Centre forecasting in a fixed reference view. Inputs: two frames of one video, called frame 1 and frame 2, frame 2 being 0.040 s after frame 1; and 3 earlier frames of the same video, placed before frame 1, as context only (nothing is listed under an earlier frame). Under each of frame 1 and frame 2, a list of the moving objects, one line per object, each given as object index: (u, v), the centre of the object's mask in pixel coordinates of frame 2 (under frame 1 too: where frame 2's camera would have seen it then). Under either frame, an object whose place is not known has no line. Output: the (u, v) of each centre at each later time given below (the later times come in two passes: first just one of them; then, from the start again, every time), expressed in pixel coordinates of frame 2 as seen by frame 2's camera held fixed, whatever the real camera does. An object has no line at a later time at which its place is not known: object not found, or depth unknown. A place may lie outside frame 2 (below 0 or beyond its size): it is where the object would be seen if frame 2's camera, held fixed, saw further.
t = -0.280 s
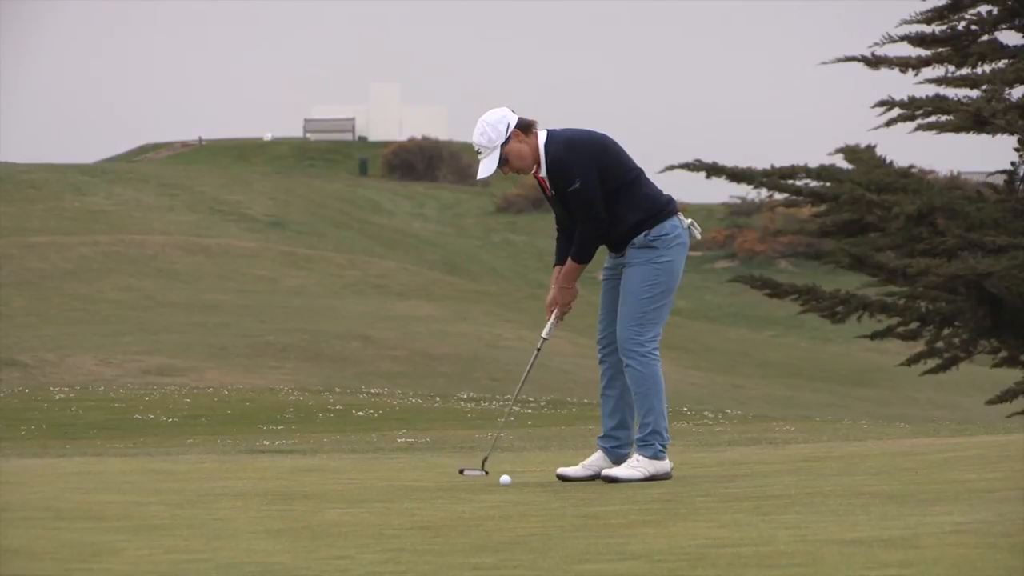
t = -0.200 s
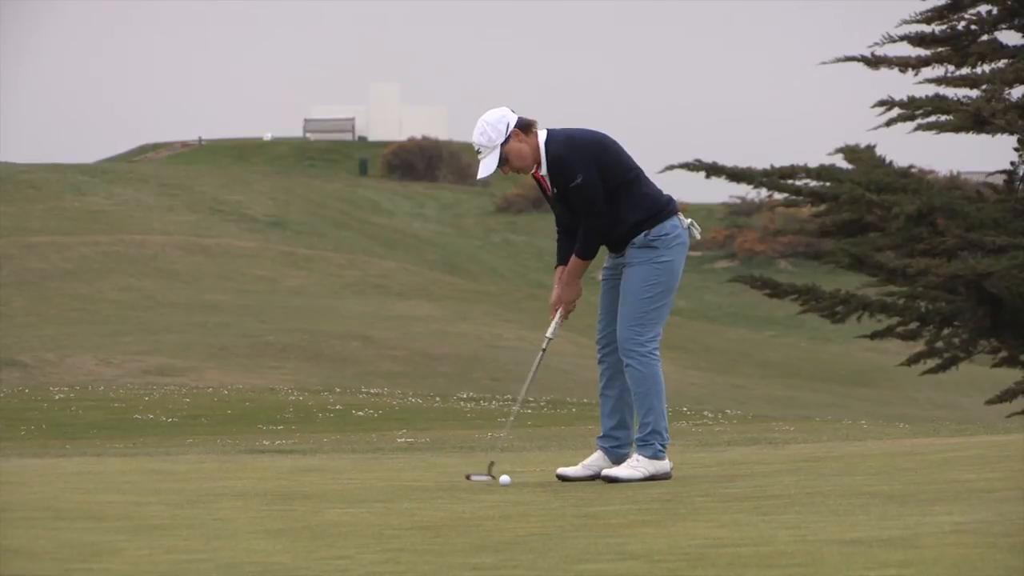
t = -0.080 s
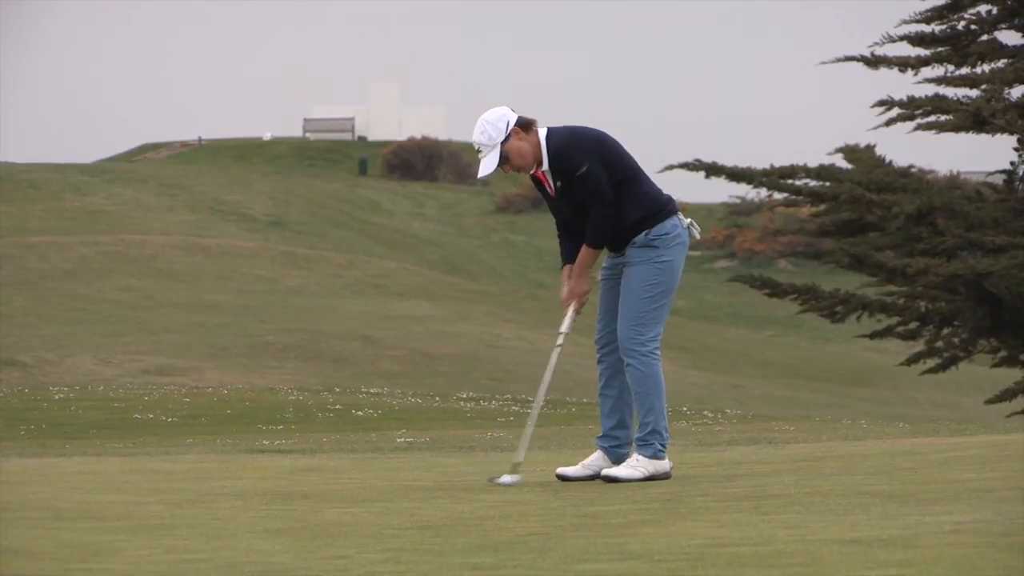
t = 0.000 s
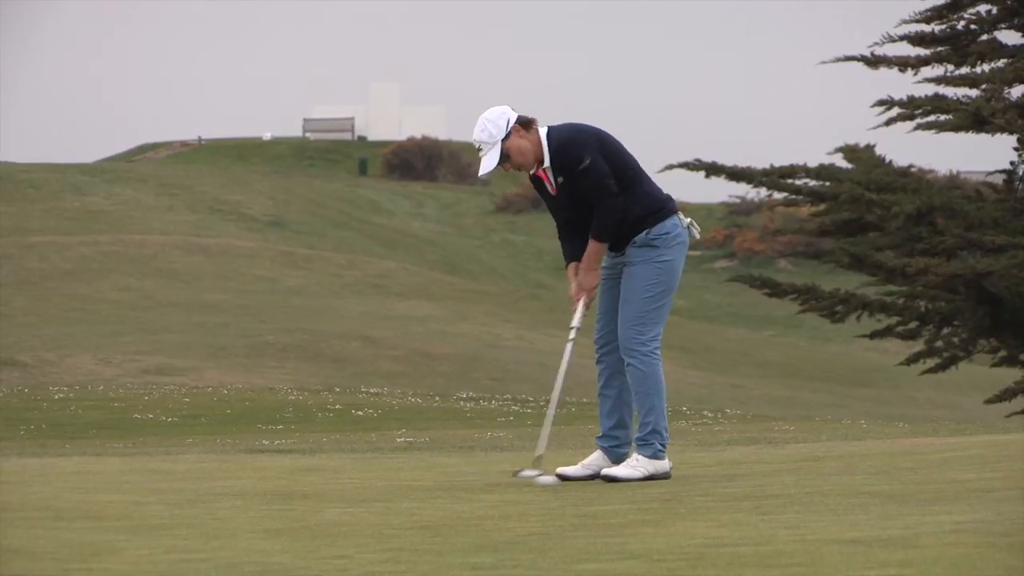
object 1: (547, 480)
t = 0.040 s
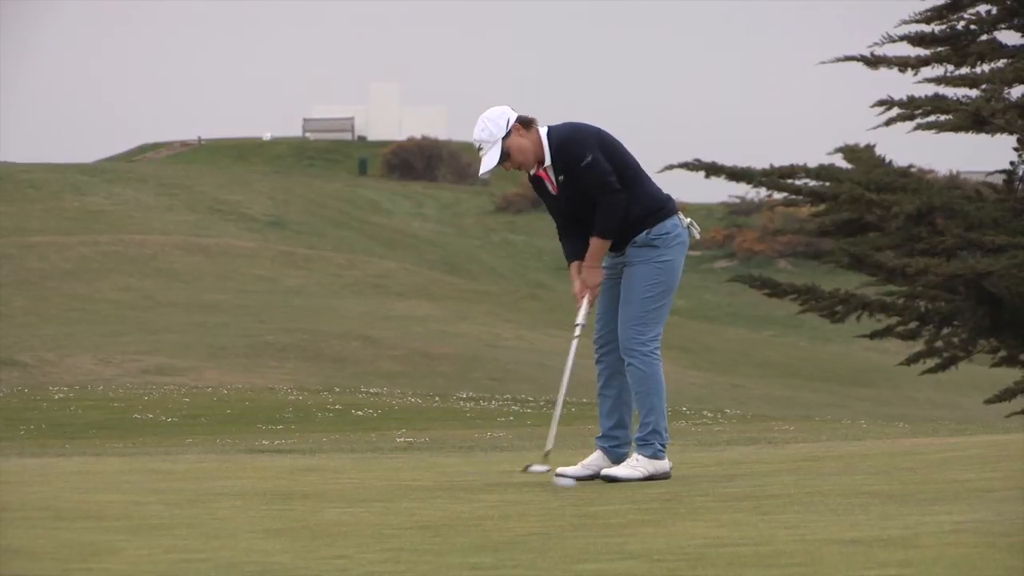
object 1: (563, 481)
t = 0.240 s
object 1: (639, 484)
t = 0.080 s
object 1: (581, 482)
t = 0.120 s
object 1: (597, 483)
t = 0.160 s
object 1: (612, 483)
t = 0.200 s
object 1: (625, 484)
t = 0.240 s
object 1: (639, 484)
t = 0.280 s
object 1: (652, 484)
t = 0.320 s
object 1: (666, 484)
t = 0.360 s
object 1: (679, 486)
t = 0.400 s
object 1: (692, 485)
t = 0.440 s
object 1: (704, 486)
